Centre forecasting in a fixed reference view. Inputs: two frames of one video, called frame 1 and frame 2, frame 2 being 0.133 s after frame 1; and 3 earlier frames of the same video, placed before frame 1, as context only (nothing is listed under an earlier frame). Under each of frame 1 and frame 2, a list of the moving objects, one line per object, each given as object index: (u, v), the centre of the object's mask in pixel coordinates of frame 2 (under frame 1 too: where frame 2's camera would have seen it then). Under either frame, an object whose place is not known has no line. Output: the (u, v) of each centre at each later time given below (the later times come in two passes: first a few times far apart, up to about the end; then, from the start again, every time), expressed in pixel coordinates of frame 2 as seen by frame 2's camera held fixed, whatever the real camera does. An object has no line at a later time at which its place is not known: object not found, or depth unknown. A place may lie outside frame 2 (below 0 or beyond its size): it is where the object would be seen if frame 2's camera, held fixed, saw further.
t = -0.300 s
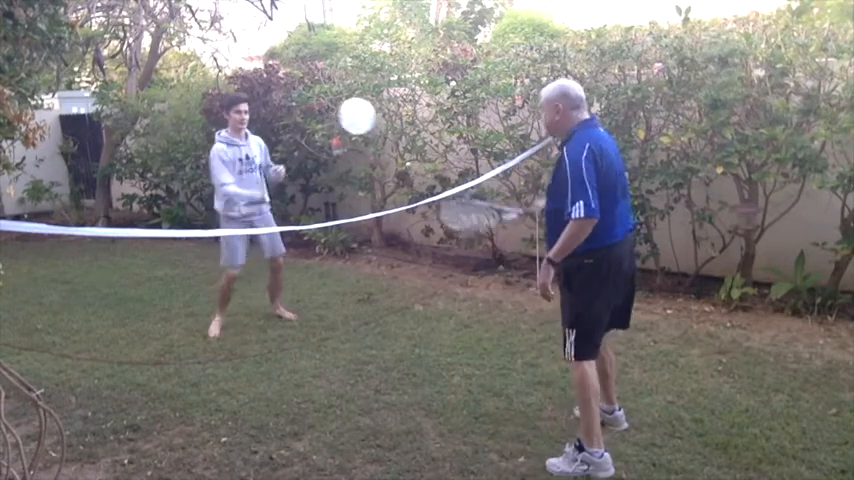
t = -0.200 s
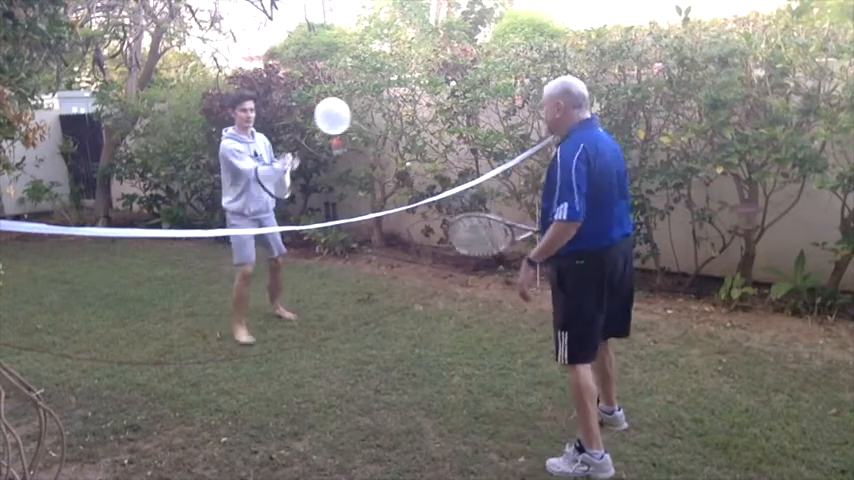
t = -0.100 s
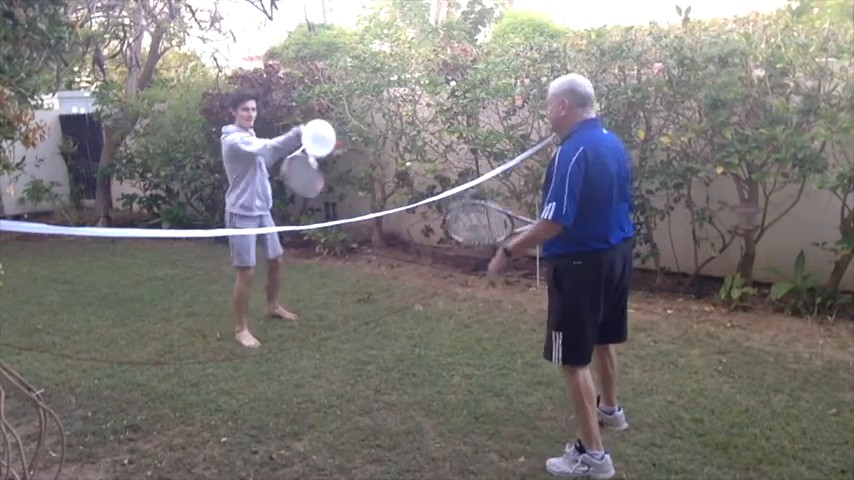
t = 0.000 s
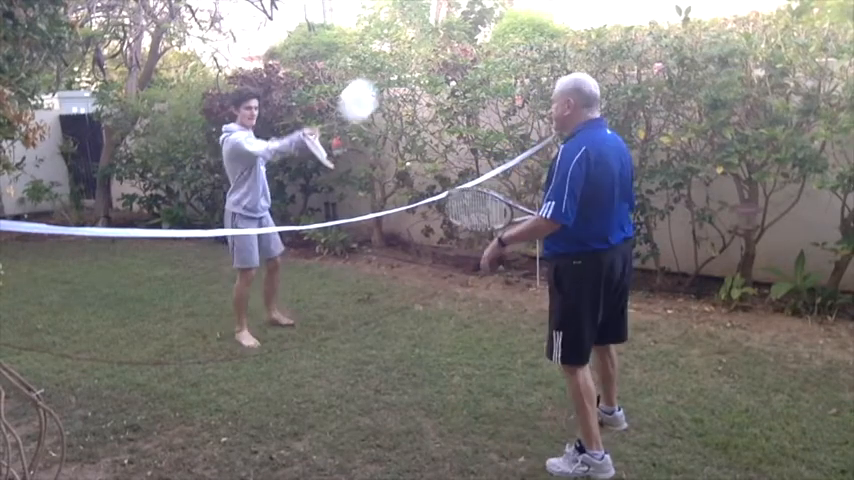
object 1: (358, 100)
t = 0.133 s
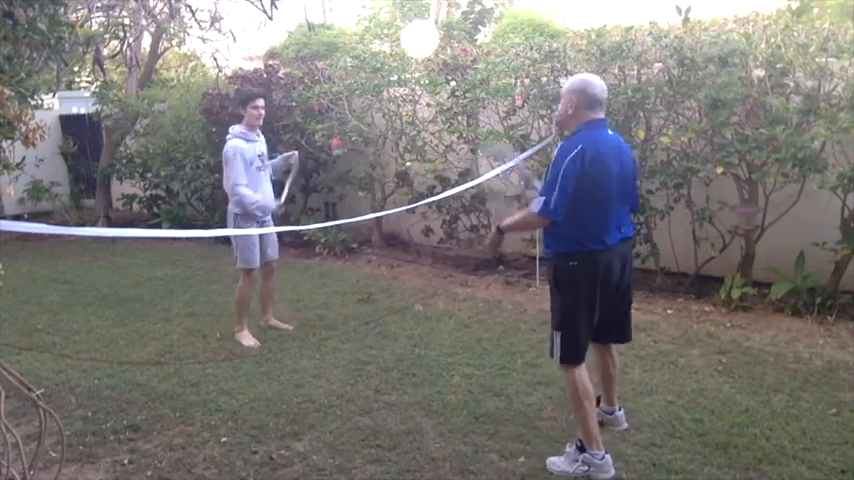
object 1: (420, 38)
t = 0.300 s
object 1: (456, 42)
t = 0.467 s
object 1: (480, 105)
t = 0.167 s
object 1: (428, 34)
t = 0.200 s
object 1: (436, 32)
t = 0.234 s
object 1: (442, 33)
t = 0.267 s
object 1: (449, 36)
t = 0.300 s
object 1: (456, 42)
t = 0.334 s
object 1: (462, 50)
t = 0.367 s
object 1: (468, 61)
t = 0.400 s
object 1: (473, 74)
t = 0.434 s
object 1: (477, 88)
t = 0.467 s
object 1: (480, 105)
